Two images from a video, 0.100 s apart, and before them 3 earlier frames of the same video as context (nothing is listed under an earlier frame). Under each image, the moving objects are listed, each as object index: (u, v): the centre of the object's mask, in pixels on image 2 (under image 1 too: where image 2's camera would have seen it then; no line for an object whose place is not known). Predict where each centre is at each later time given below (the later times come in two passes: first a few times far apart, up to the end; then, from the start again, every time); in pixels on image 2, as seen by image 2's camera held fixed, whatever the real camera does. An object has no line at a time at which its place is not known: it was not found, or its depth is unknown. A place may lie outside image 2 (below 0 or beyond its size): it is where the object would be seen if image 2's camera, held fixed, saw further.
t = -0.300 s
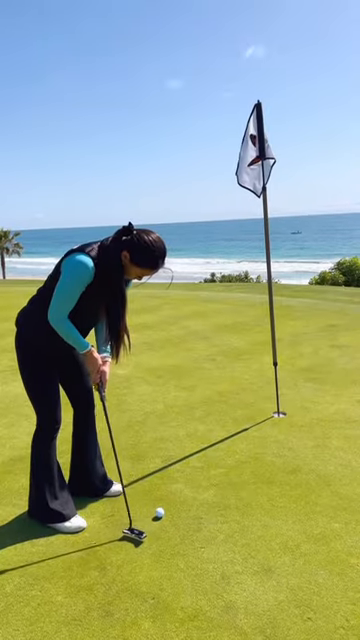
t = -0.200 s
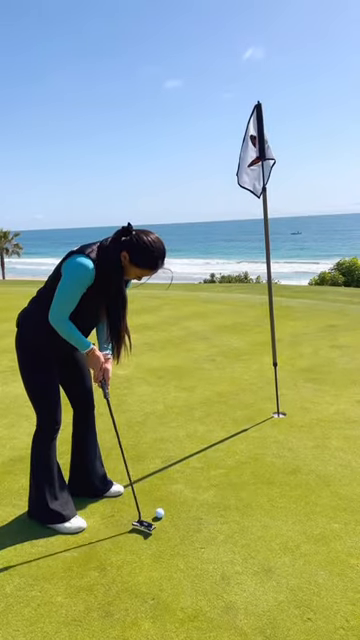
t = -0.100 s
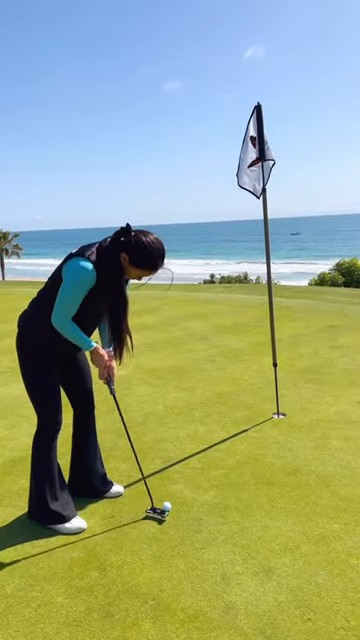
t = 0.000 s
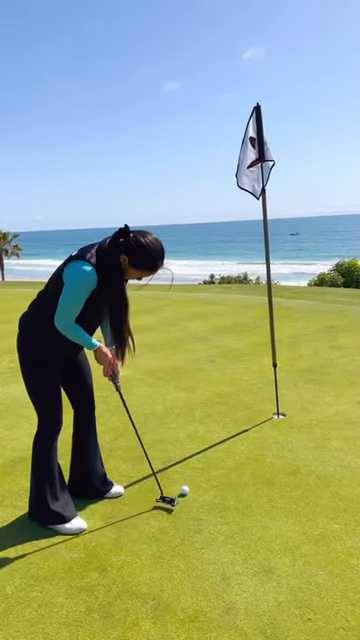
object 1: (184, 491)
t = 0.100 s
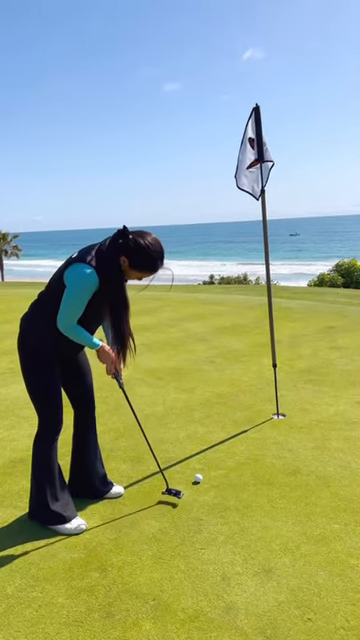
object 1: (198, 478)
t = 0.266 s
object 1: (217, 461)
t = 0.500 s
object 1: (240, 442)
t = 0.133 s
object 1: (202, 475)
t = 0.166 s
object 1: (206, 471)
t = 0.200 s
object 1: (210, 468)
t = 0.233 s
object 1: (213, 464)
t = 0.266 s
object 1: (217, 461)
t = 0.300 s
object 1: (221, 458)
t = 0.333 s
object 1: (225, 455)
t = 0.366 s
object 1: (228, 452)
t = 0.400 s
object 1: (231, 449)
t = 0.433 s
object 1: (234, 446)
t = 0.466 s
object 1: (237, 444)
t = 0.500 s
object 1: (240, 442)
